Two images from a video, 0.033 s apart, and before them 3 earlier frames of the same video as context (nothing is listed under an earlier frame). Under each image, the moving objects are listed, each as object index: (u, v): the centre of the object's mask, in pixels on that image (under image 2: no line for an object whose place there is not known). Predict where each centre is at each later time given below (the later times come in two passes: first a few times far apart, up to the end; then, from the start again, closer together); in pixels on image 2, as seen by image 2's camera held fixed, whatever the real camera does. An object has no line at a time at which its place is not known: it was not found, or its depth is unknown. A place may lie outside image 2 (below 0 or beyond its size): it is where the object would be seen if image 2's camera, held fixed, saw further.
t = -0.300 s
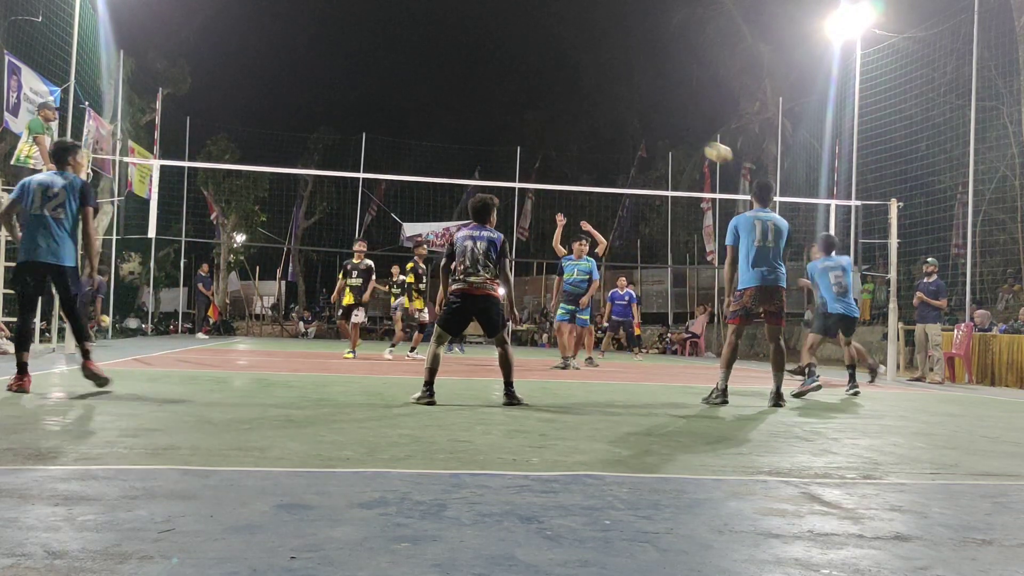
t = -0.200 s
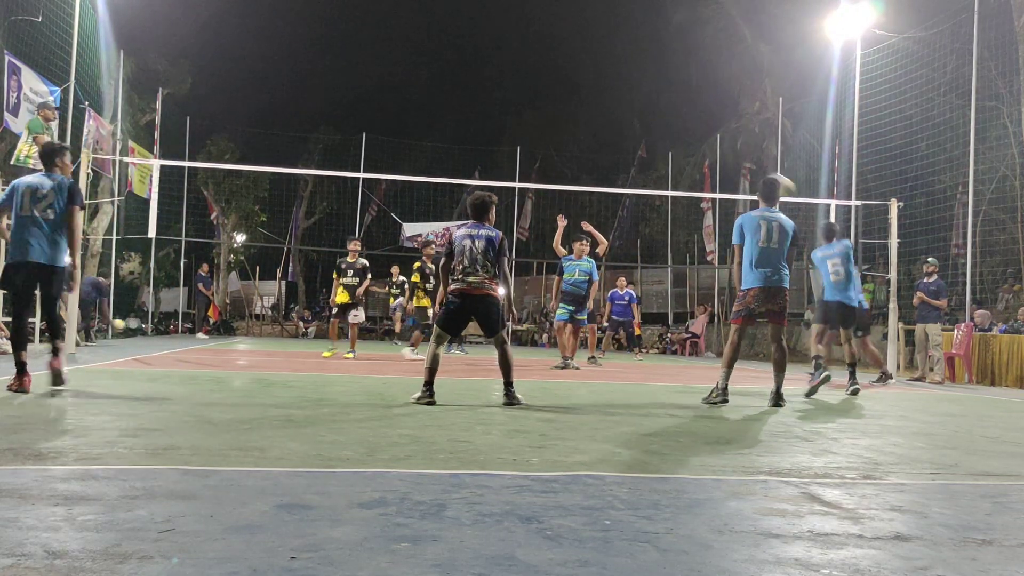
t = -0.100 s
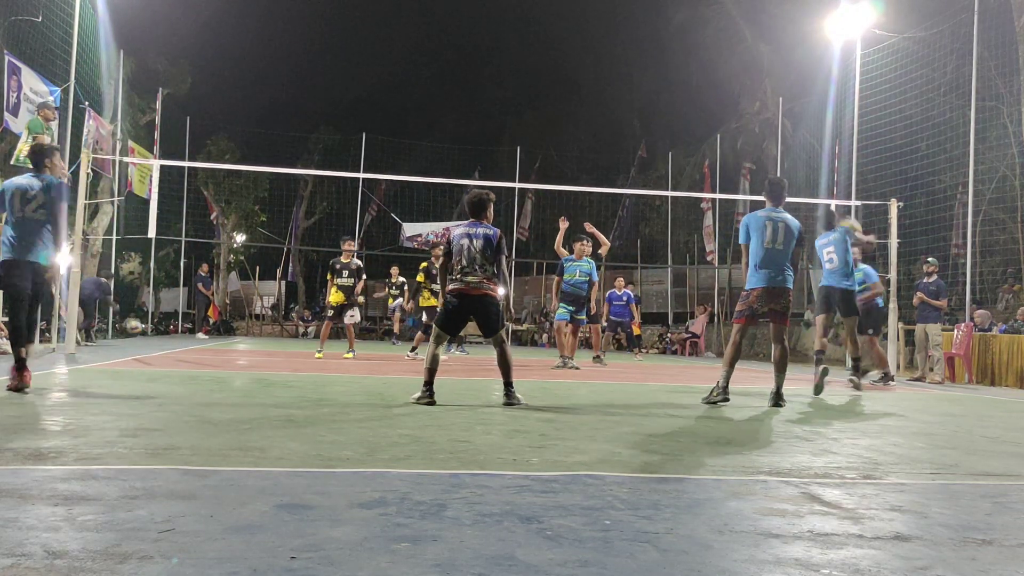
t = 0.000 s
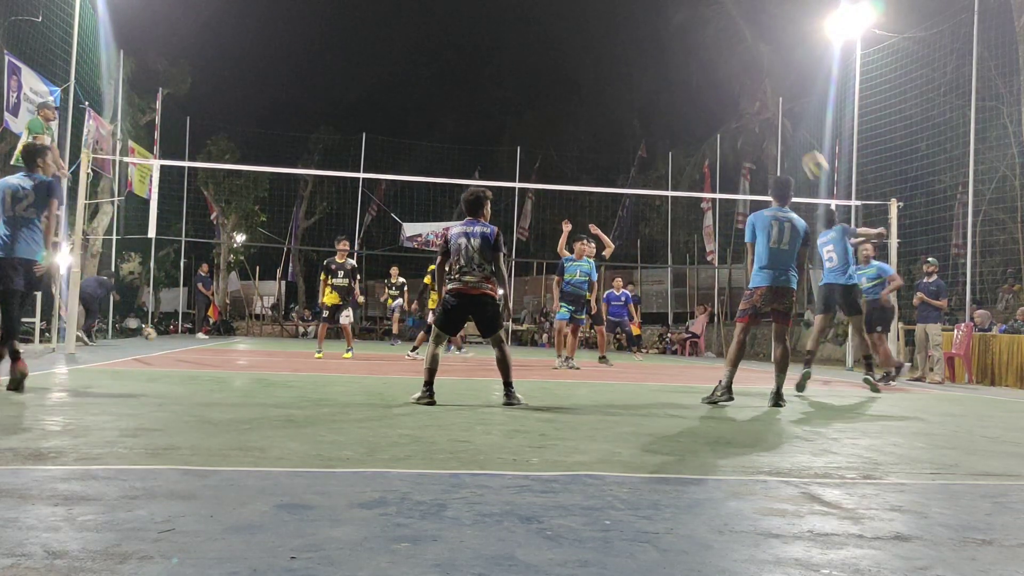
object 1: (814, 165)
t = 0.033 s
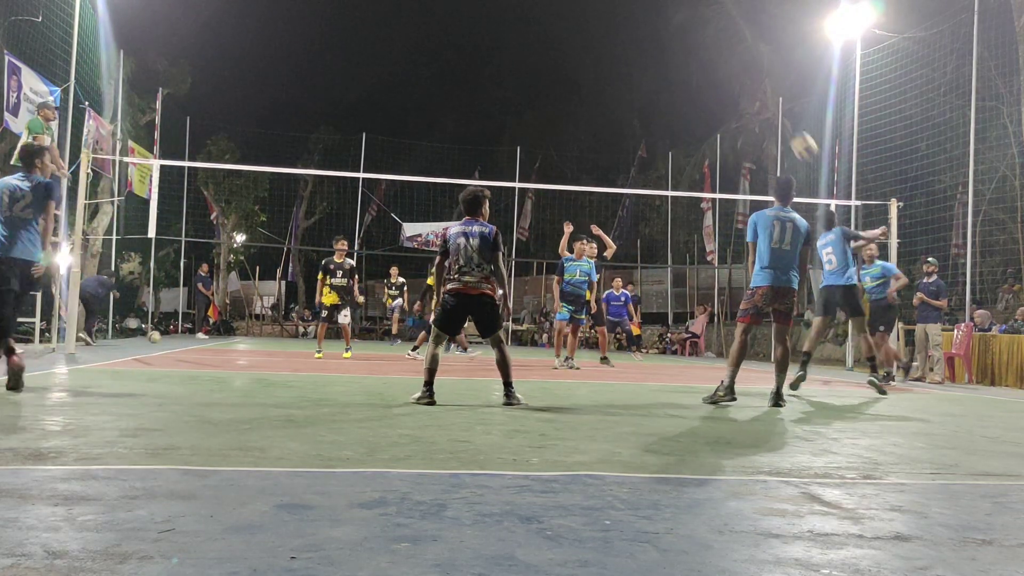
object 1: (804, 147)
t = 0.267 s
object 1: (729, 48)
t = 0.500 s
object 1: (660, 6)
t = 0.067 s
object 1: (792, 127)
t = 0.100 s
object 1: (781, 111)
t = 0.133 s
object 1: (770, 96)
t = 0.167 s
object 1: (760, 82)
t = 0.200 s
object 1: (749, 69)
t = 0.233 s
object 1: (738, 58)
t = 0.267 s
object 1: (729, 48)
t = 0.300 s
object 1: (718, 38)
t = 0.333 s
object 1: (708, 30)
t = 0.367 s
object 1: (698, 23)
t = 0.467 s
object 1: (670, 8)
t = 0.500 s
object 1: (660, 6)
